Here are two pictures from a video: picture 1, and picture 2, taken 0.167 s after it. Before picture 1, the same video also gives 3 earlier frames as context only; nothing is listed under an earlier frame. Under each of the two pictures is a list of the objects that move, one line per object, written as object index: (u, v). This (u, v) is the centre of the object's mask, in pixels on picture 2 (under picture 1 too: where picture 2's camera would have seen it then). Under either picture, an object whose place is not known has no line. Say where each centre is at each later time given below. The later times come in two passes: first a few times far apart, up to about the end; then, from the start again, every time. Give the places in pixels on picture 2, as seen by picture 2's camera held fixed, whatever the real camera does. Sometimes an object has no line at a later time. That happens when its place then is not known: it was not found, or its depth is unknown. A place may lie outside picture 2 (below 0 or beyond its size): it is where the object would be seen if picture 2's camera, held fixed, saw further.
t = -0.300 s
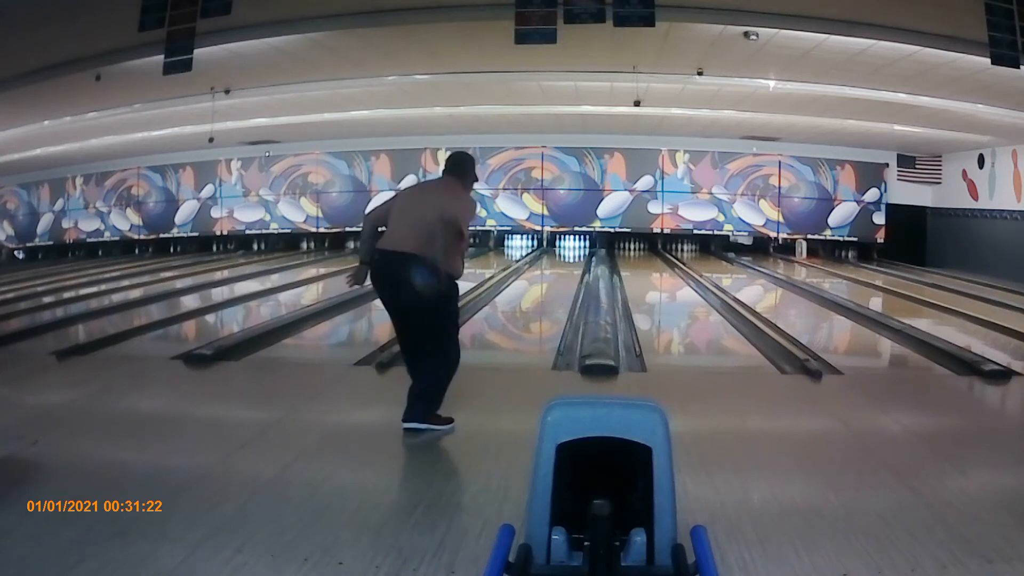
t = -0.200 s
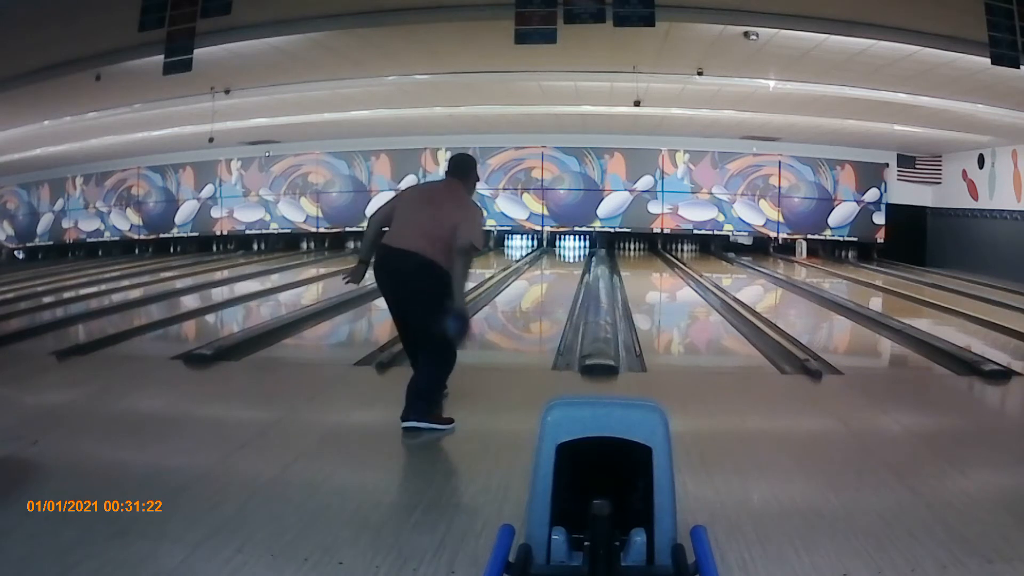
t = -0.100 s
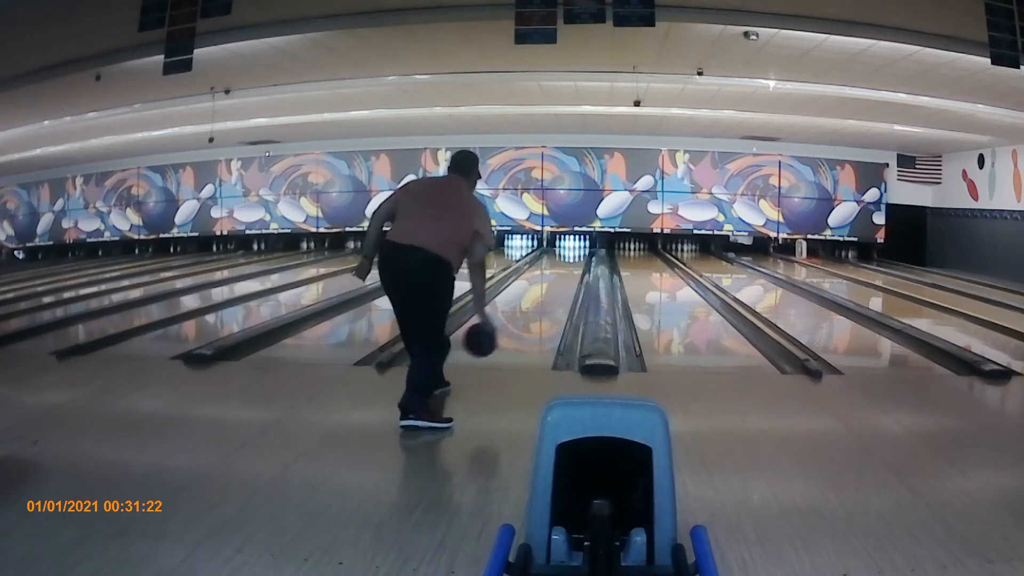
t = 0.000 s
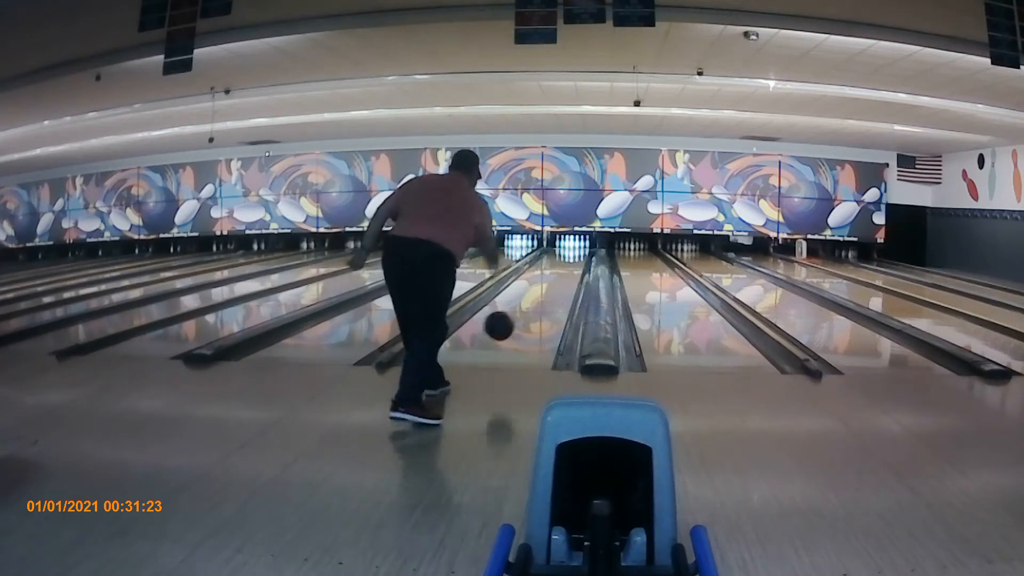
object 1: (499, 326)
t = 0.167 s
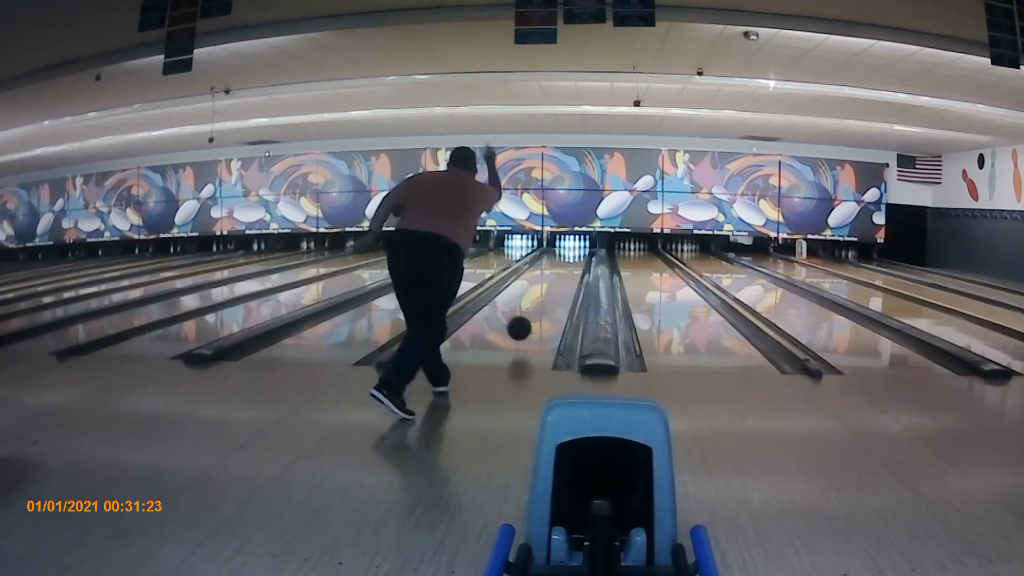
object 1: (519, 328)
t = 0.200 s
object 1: (522, 332)
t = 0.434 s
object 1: (540, 309)
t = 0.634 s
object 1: (550, 295)
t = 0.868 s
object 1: (558, 283)
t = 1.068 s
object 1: (564, 274)
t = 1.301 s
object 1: (569, 267)
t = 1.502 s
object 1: (572, 262)
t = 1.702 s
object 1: (575, 258)
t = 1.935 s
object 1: (578, 253)
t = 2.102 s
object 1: (579, 251)
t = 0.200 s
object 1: (522, 332)
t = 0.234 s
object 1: (525, 328)
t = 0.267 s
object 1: (528, 323)
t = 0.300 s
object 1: (530, 320)
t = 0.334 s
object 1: (533, 318)
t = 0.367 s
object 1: (536, 315)
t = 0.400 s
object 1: (538, 312)
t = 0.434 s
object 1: (540, 309)
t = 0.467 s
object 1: (541, 307)
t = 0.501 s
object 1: (543, 304)
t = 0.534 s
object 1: (545, 302)
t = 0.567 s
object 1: (547, 300)
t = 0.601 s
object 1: (548, 297)
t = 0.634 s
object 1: (550, 295)
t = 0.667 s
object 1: (552, 293)
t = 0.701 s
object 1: (553, 292)
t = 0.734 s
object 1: (554, 289)
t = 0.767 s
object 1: (555, 288)
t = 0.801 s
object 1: (556, 286)
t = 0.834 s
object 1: (557, 285)
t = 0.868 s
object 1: (558, 283)
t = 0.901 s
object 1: (560, 282)
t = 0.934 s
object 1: (561, 280)
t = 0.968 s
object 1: (561, 279)
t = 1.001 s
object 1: (562, 277)
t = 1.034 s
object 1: (563, 276)
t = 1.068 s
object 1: (564, 274)
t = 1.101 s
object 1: (565, 273)
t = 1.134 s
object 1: (566, 272)
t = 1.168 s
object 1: (566, 271)
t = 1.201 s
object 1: (567, 270)
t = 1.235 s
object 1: (568, 269)
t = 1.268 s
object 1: (568, 268)
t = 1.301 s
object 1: (569, 267)
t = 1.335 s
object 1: (570, 267)
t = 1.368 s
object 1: (570, 266)
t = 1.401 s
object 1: (571, 265)
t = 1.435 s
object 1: (571, 264)
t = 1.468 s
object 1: (572, 263)
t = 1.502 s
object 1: (572, 262)
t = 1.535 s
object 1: (573, 261)
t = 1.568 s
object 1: (573, 261)
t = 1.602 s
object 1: (574, 260)
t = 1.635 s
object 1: (574, 260)
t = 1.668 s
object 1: (575, 259)
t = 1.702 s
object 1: (575, 258)
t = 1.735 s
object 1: (575, 257)
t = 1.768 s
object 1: (576, 257)
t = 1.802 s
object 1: (577, 257)
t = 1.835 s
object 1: (575, 256)
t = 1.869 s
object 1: (576, 255)
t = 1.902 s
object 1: (576, 254)
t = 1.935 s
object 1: (578, 253)
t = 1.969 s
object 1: (577, 254)
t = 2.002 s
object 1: (578, 252)
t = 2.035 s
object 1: (578, 252)
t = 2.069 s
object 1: (578, 252)
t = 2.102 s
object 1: (579, 251)
